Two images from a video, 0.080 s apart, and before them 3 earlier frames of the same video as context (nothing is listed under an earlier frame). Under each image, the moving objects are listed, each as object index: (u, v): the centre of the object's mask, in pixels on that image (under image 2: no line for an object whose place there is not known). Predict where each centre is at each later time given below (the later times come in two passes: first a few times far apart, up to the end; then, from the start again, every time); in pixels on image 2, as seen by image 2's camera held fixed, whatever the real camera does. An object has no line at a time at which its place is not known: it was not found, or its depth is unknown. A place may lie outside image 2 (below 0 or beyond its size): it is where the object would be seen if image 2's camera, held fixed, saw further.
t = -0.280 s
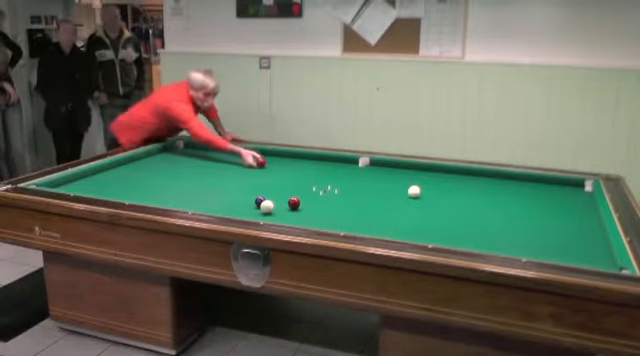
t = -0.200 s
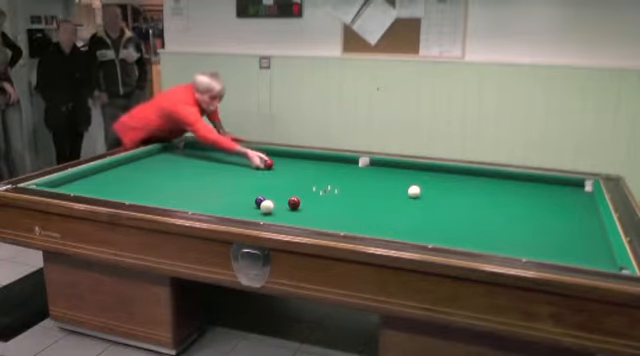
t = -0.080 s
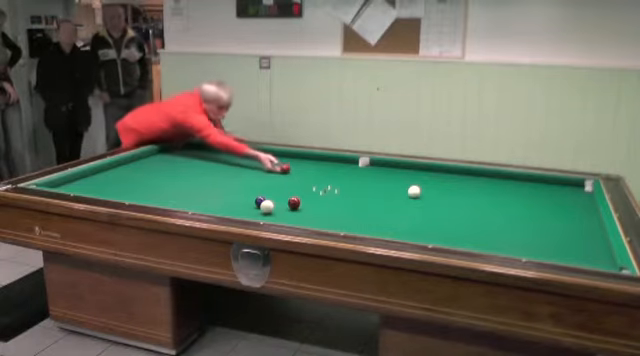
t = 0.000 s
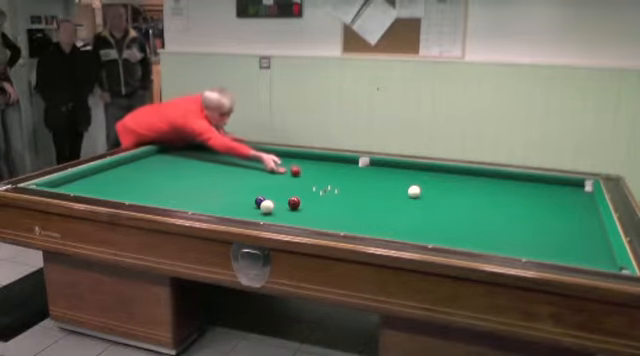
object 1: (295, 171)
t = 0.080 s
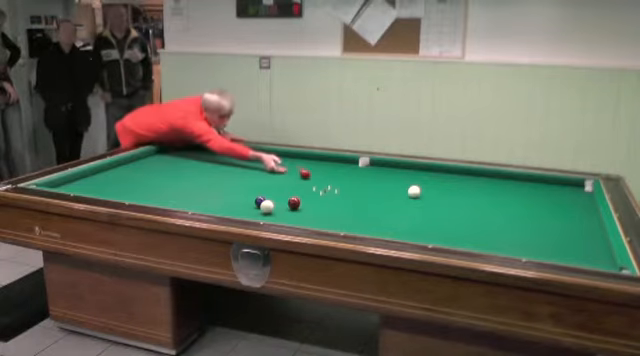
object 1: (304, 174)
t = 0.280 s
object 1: (330, 179)
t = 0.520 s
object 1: (362, 187)
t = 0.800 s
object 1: (402, 198)
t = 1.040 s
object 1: (441, 207)
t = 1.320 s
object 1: (488, 219)
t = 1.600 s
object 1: (540, 232)
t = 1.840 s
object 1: (587, 244)
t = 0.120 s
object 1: (310, 175)
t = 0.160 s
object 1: (315, 176)
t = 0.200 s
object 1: (319, 177)
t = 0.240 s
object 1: (324, 178)
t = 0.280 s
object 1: (330, 179)
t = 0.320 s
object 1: (335, 181)
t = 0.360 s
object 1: (340, 182)
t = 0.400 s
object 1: (345, 183)
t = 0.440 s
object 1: (350, 184)
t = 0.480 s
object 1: (356, 186)
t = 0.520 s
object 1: (362, 187)
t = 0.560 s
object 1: (367, 188)
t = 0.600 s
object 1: (373, 190)
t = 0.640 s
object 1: (379, 191)
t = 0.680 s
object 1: (385, 192)
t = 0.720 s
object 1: (390, 194)
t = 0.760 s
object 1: (396, 196)
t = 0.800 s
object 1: (402, 198)
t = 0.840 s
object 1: (408, 199)
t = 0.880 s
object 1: (415, 200)
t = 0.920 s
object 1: (421, 202)
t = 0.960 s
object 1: (428, 203)
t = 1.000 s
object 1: (434, 205)
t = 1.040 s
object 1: (441, 207)
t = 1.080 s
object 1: (447, 209)
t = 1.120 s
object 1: (454, 210)
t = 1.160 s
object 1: (460, 212)
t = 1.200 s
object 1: (467, 214)
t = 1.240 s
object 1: (474, 215)
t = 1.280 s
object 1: (481, 217)
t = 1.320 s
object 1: (488, 219)
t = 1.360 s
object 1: (496, 220)
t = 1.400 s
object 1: (503, 222)
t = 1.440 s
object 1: (510, 224)
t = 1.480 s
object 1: (517, 226)
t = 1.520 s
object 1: (525, 228)
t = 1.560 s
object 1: (532, 230)
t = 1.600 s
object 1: (540, 232)
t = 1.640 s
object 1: (547, 234)
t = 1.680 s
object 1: (555, 236)
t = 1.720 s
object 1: (562, 238)
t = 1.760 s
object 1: (571, 240)
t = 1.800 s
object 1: (579, 242)
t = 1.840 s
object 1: (587, 244)
